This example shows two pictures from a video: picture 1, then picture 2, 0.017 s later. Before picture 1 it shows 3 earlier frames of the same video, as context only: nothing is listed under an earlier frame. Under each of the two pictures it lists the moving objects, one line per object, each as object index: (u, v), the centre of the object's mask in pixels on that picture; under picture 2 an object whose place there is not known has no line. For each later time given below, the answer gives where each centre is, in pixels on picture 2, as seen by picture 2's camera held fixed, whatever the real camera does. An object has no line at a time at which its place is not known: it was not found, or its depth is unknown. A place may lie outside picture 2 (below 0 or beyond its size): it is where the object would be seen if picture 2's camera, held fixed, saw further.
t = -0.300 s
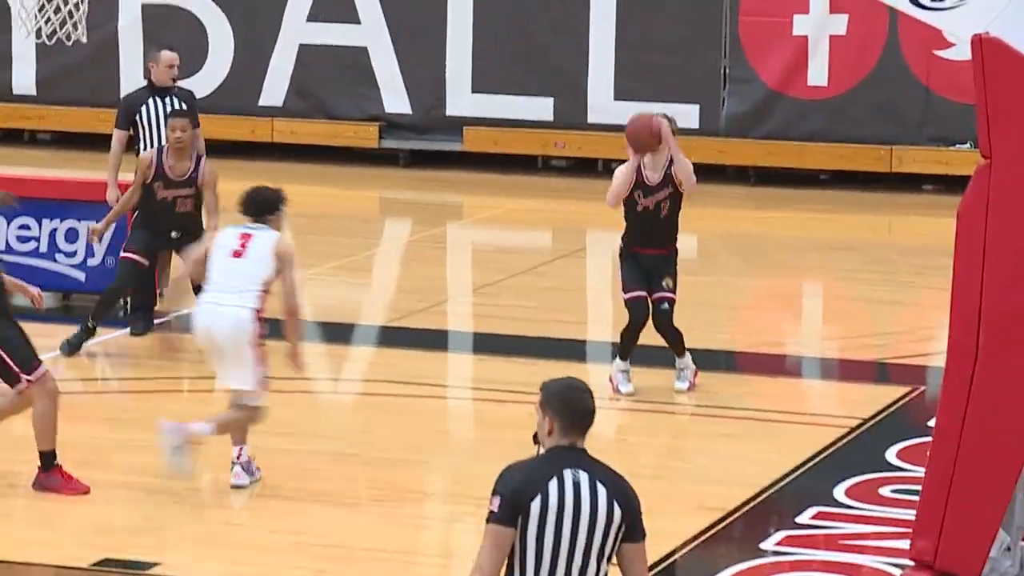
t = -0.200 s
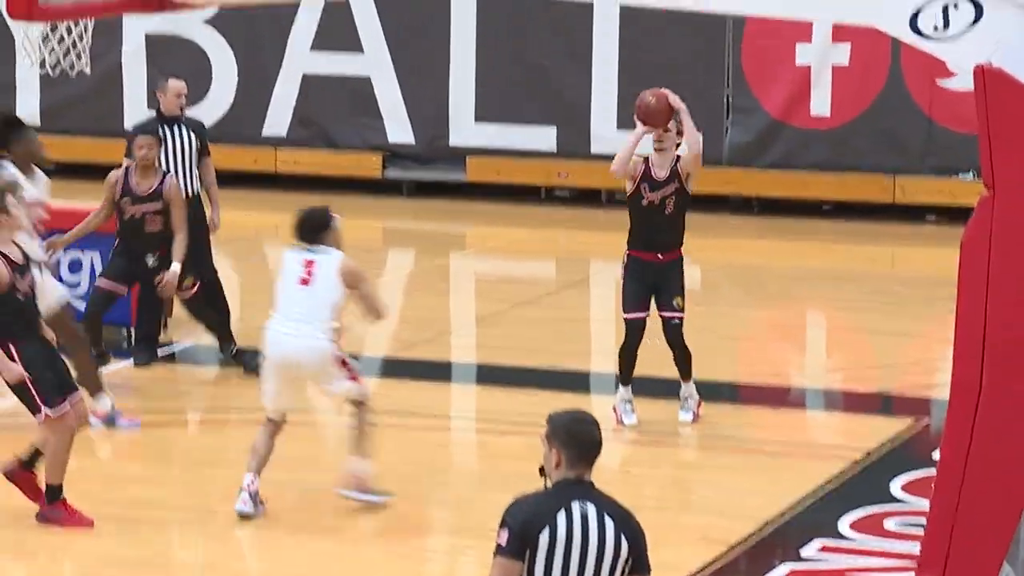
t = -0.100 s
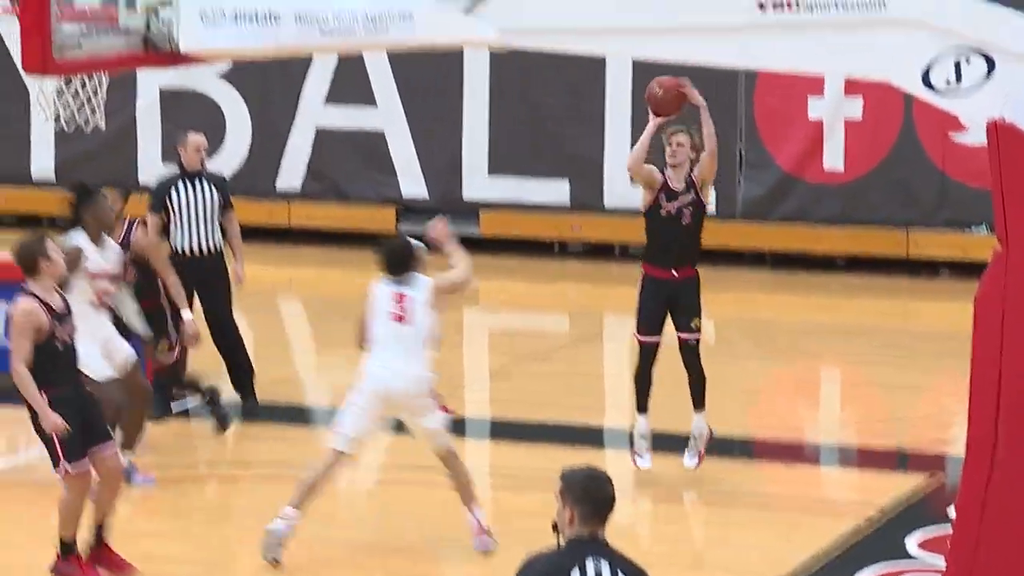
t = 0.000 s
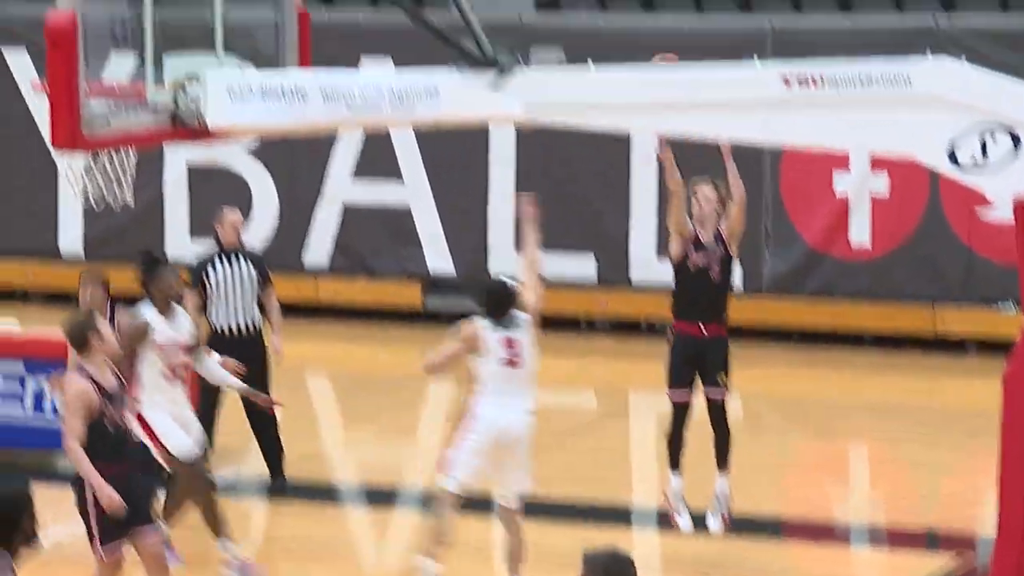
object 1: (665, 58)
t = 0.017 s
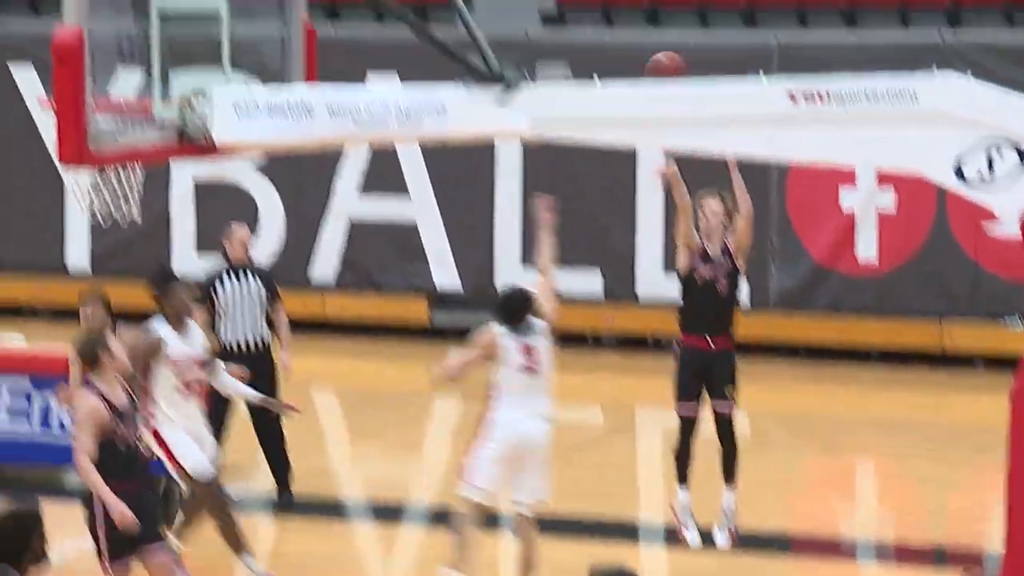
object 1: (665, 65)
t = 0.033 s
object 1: (657, 55)
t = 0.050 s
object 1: (648, 38)
